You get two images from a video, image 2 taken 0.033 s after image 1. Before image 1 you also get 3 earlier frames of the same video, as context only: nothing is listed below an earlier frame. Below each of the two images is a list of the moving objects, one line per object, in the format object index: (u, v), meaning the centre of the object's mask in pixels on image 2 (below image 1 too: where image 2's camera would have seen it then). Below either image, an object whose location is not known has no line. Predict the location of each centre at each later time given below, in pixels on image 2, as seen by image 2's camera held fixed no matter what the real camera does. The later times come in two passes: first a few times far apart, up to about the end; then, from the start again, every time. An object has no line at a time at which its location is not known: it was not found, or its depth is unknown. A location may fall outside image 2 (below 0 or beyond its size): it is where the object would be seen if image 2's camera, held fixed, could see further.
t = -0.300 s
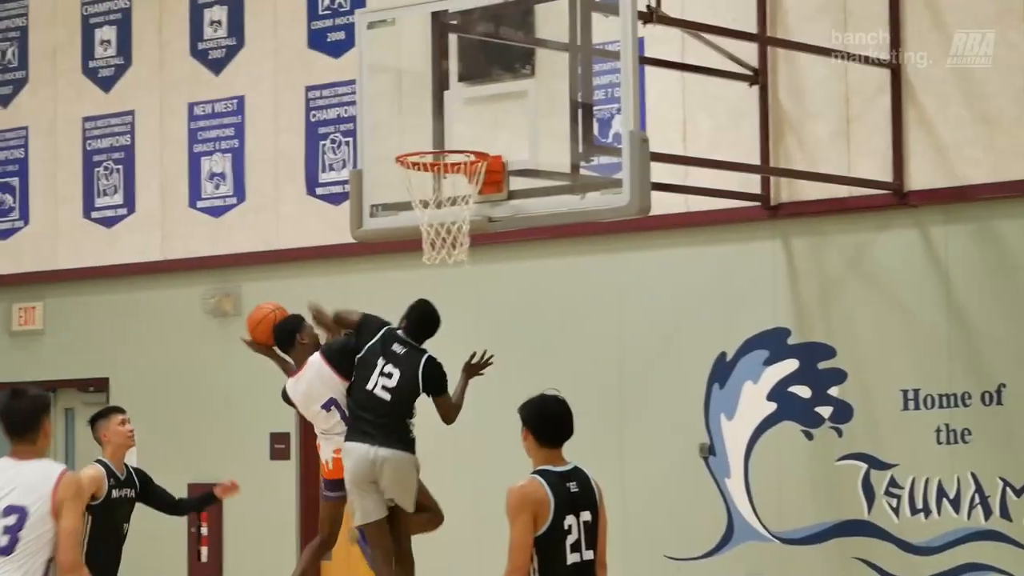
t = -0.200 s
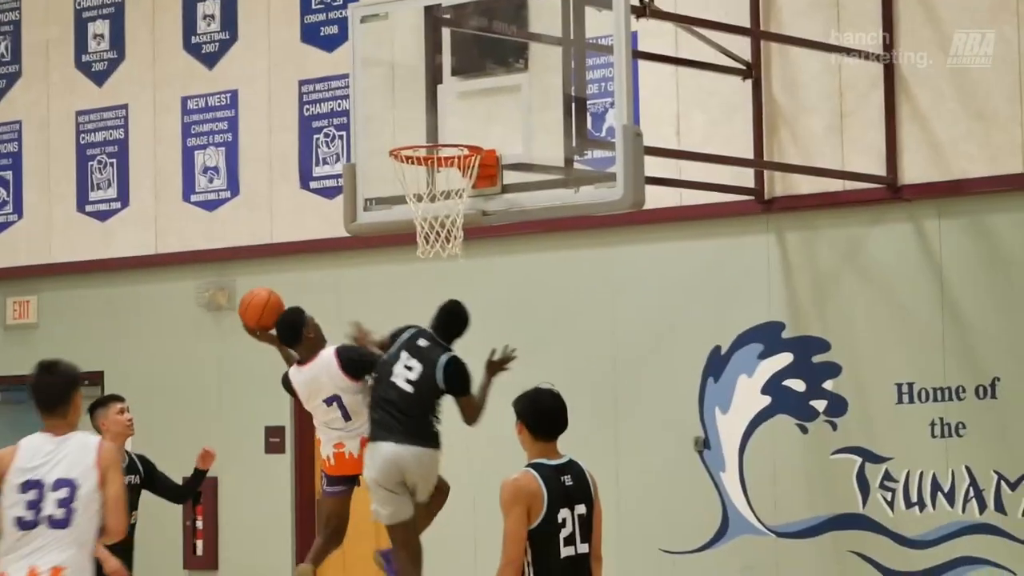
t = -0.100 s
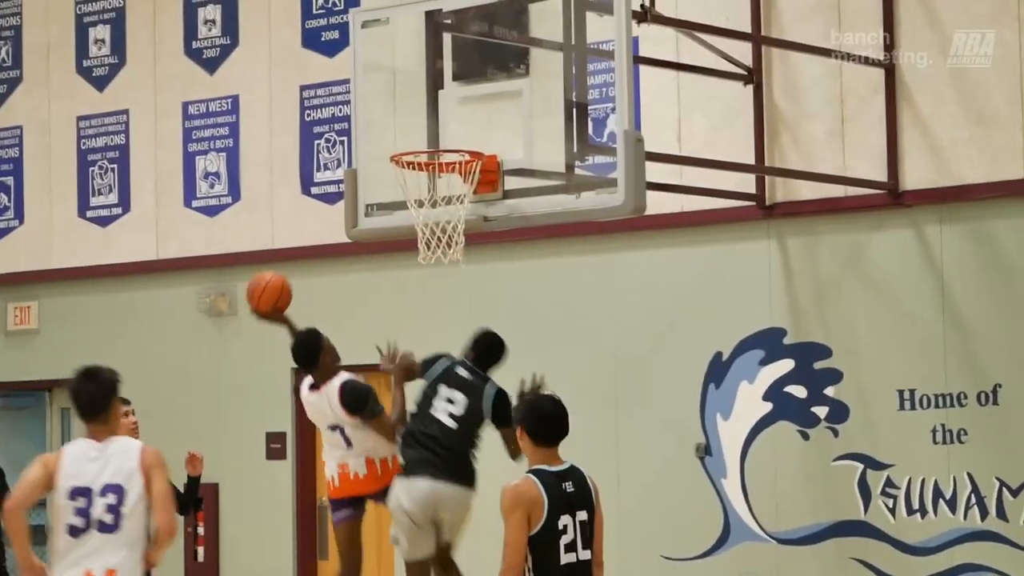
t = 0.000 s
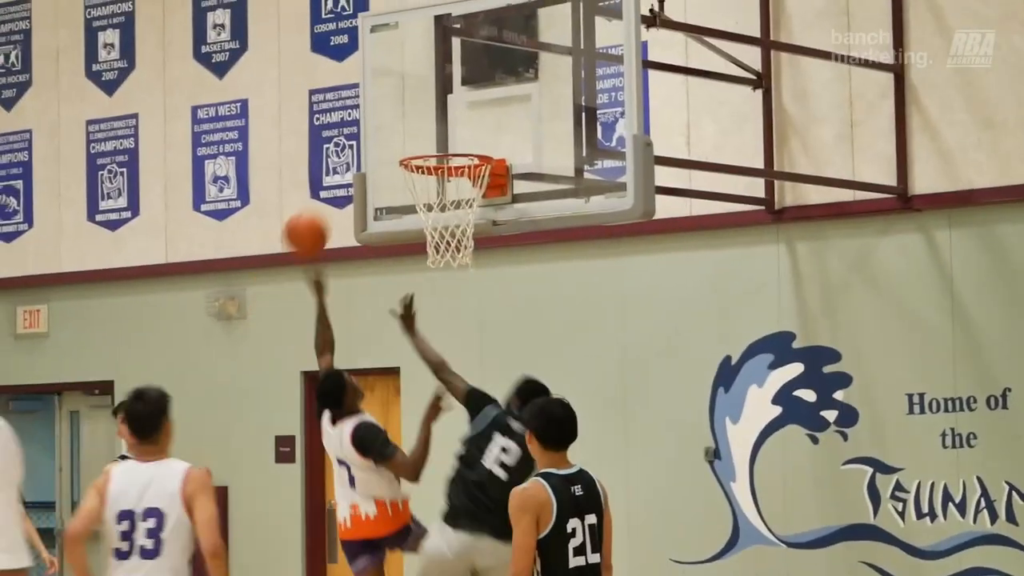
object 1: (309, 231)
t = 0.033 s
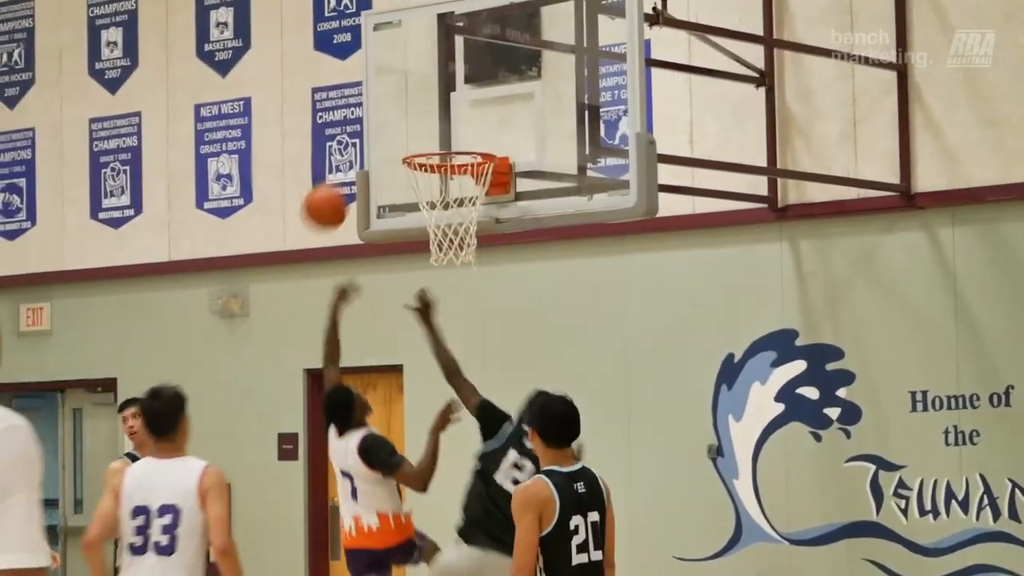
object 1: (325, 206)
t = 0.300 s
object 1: (432, 98)
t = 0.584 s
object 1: (435, 135)
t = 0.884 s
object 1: (437, 184)
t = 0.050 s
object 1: (333, 196)
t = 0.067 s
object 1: (341, 186)
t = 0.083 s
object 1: (349, 176)
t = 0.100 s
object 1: (358, 165)
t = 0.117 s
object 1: (366, 156)
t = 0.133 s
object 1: (375, 147)
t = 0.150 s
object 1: (382, 139)
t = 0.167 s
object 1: (391, 132)
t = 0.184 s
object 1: (398, 125)
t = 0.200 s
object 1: (407, 118)
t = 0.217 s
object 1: (415, 112)
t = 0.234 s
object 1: (422, 107)
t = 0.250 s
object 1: (431, 102)
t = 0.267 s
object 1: (433, 99)
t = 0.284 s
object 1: (432, 98)
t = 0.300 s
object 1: (432, 98)
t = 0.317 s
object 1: (431, 98)
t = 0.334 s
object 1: (430, 98)
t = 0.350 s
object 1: (430, 99)
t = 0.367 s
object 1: (429, 100)
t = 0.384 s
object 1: (429, 102)
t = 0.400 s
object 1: (428, 104)
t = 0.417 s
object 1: (427, 107)
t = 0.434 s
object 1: (426, 110)
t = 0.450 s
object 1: (425, 114)
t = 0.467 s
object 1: (425, 118)
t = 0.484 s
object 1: (424, 124)
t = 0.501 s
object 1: (424, 129)
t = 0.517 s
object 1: (423, 133)
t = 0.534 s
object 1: (423, 136)
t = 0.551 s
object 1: (426, 135)
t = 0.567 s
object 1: (431, 135)
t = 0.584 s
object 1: (435, 135)
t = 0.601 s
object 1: (439, 134)
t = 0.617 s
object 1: (444, 135)
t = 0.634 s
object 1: (448, 135)
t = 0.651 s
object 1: (453, 138)
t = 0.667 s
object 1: (458, 139)
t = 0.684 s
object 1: (462, 139)
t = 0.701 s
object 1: (466, 140)
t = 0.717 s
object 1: (471, 141)
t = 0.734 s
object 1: (470, 150)
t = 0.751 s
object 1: (469, 144)
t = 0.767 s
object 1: (464, 157)
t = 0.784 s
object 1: (460, 160)
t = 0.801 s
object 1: (457, 162)
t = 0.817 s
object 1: (452, 166)
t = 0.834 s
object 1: (449, 170)
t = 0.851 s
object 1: (444, 174)
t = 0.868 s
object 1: (440, 178)
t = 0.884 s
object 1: (437, 184)
